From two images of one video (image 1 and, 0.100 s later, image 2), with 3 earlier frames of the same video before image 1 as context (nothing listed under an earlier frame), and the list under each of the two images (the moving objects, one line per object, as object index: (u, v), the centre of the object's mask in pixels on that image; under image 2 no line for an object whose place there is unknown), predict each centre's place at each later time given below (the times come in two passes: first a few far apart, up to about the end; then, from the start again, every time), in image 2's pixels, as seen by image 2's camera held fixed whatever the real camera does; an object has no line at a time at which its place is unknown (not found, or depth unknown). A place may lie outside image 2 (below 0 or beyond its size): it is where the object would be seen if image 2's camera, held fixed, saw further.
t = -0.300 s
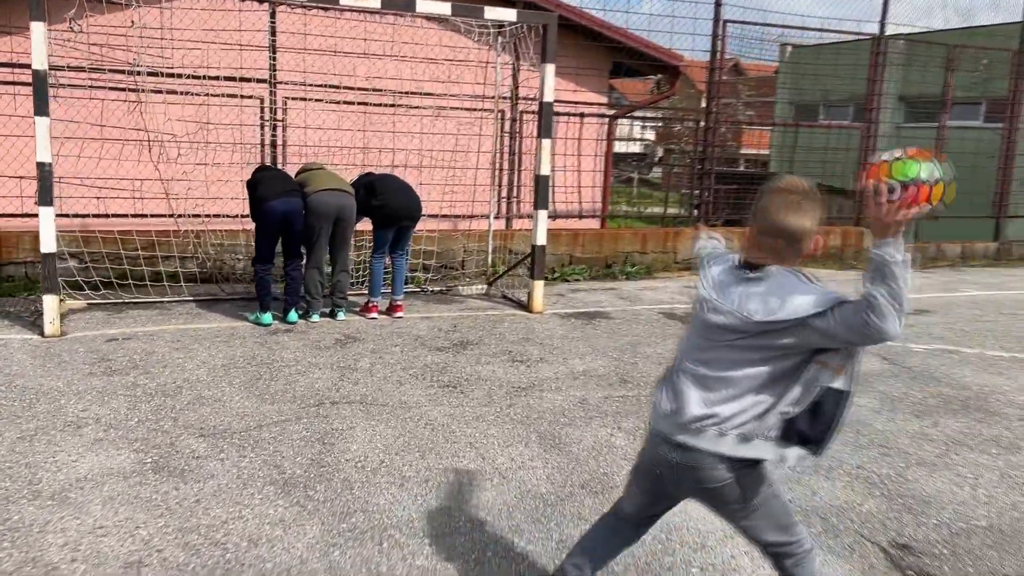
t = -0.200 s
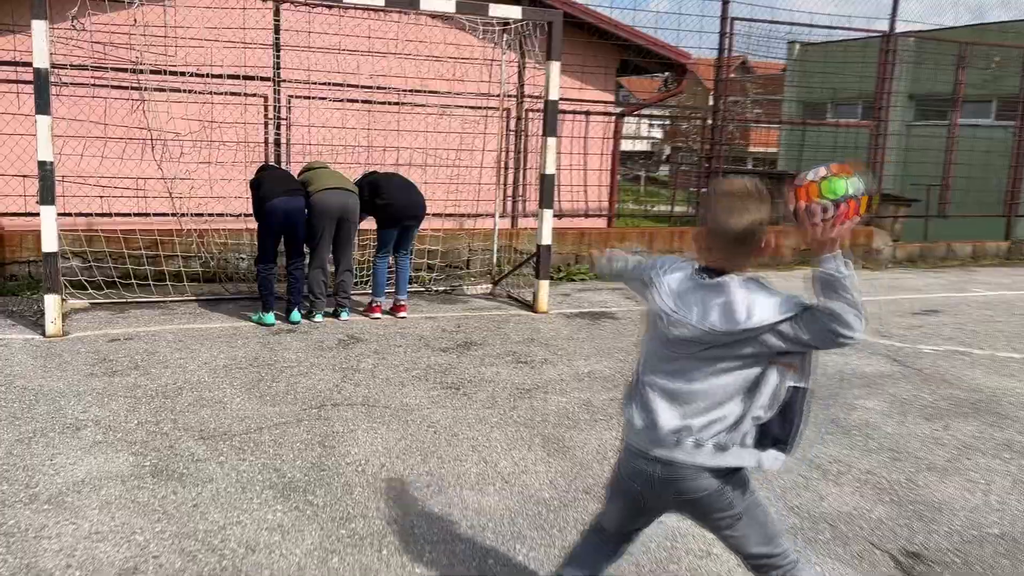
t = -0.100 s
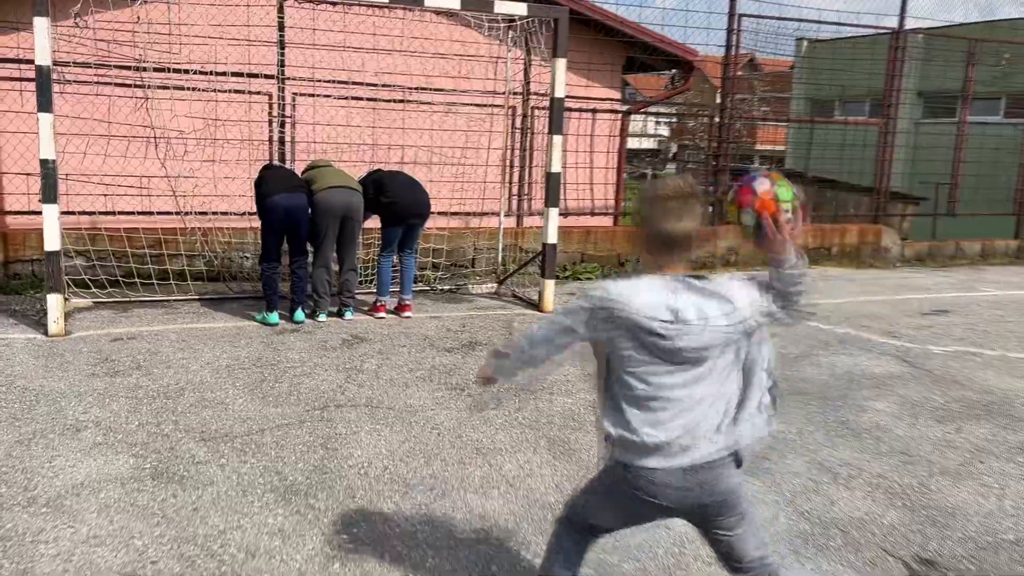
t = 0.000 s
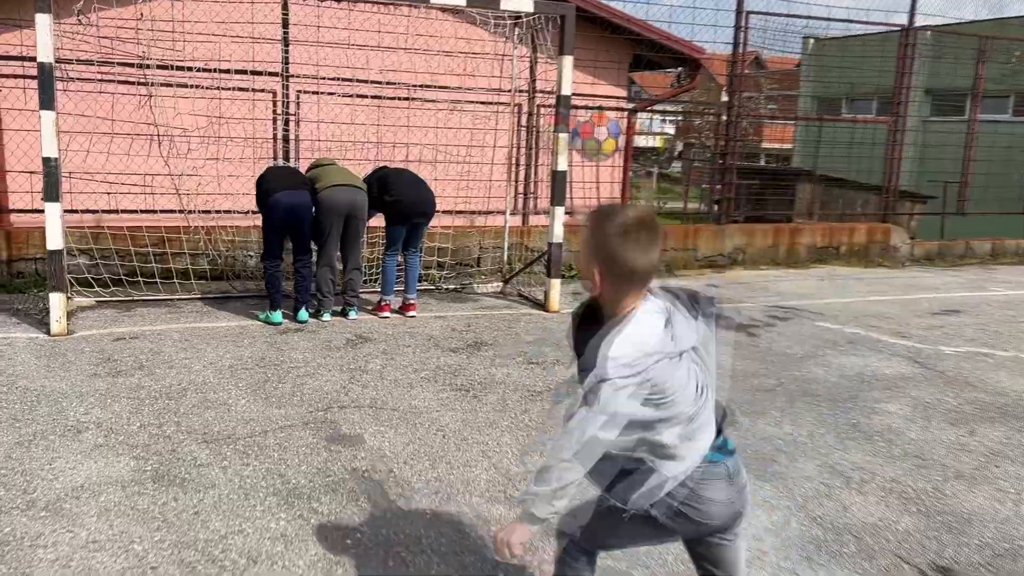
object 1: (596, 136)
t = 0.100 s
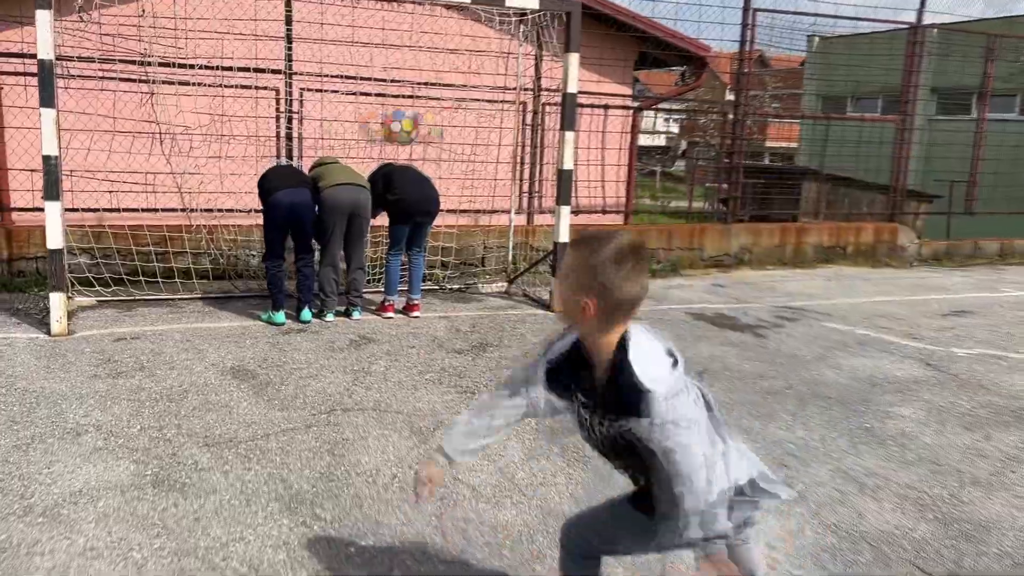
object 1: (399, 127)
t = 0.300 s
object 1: (204, 166)
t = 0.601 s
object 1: (130, 182)
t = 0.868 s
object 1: (146, 262)
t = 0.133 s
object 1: (355, 128)
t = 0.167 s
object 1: (321, 133)
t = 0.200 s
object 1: (282, 140)
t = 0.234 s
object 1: (254, 148)
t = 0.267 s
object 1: (228, 155)
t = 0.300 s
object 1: (204, 166)
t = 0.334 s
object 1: (185, 175)
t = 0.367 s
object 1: (167, 184)
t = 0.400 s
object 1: (148, 196)
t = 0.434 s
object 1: (141, 198)
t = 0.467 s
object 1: (134, 194)
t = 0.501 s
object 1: (130, 187)
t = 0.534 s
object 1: (129, 183)
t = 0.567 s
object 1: (129, 182)
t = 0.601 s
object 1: (130, 182)
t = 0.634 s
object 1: (131, 186)
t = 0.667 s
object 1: (133, 192)
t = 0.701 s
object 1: (134, 199)
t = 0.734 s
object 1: (136, 208)
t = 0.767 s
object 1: (139, 217)
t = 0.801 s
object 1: (142, 232)
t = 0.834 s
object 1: (143, 245)
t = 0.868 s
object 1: (146, 262)
